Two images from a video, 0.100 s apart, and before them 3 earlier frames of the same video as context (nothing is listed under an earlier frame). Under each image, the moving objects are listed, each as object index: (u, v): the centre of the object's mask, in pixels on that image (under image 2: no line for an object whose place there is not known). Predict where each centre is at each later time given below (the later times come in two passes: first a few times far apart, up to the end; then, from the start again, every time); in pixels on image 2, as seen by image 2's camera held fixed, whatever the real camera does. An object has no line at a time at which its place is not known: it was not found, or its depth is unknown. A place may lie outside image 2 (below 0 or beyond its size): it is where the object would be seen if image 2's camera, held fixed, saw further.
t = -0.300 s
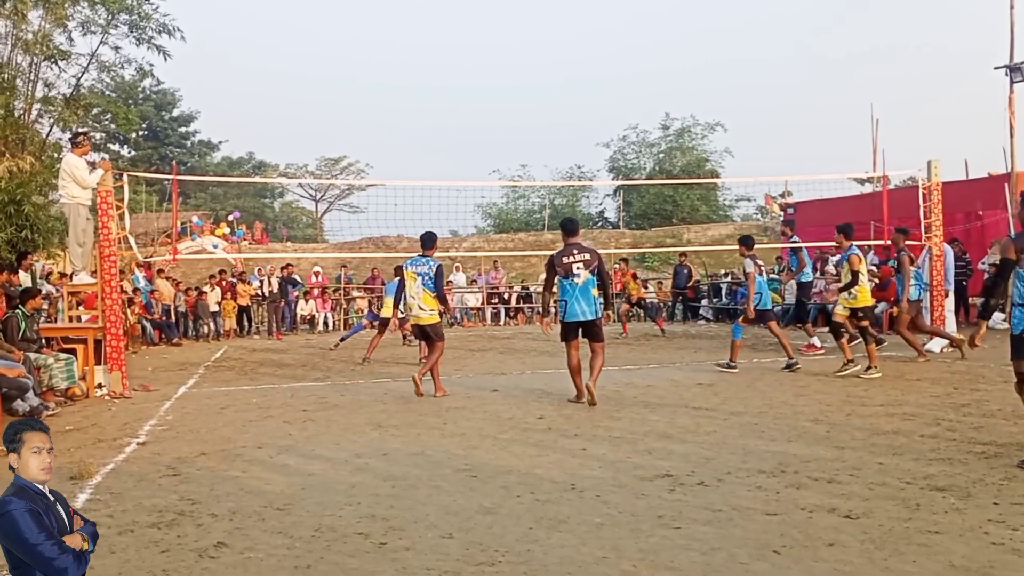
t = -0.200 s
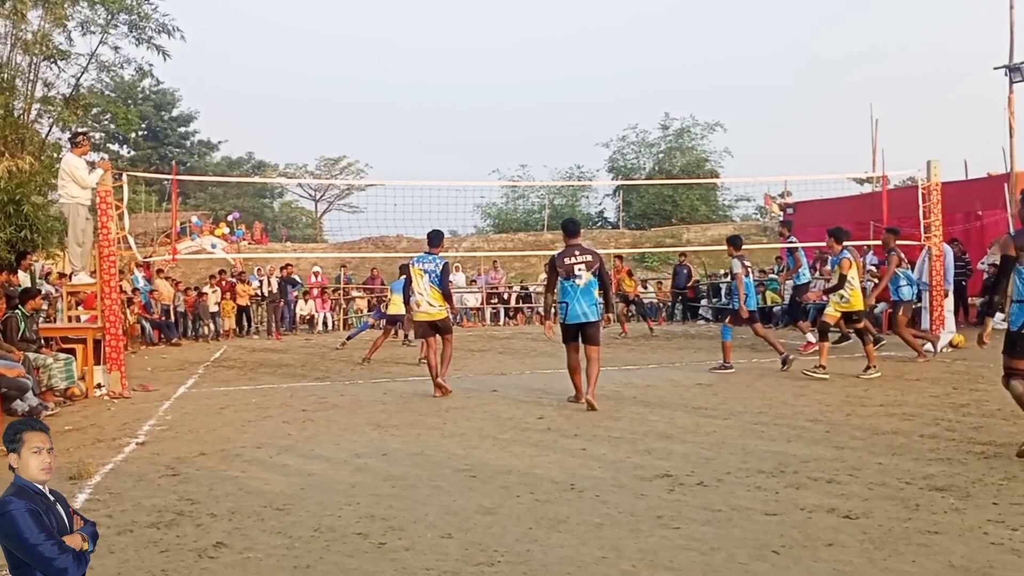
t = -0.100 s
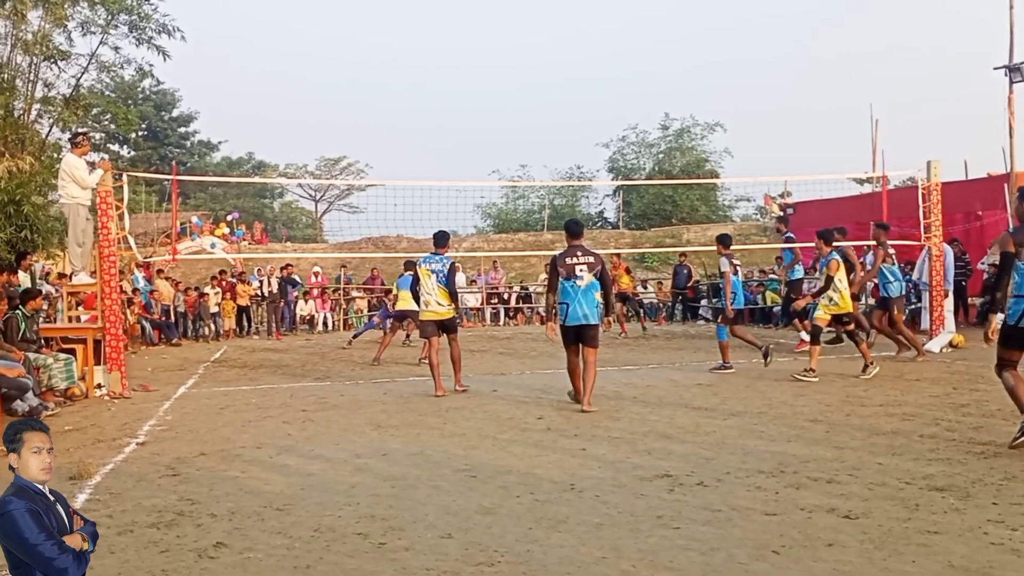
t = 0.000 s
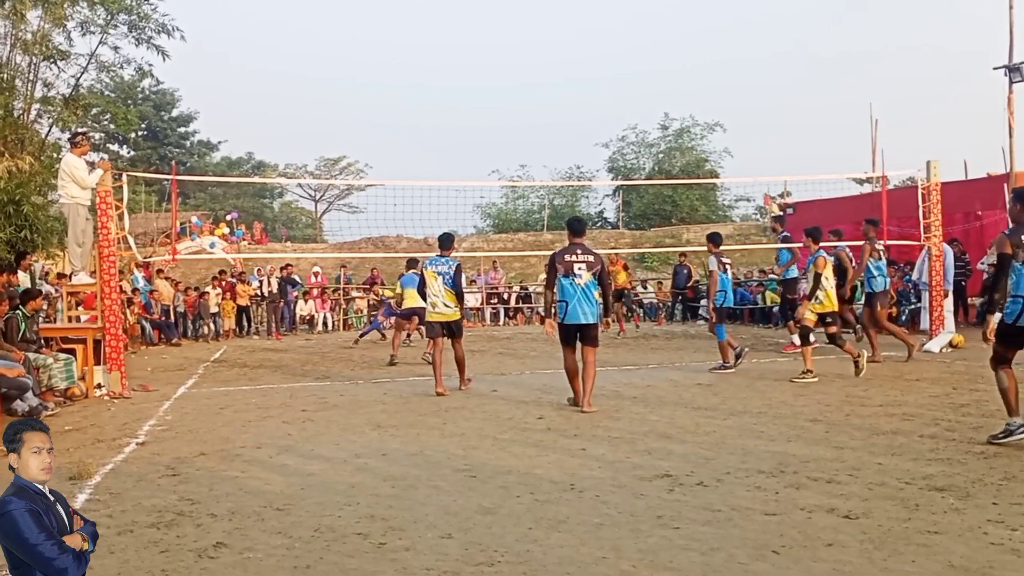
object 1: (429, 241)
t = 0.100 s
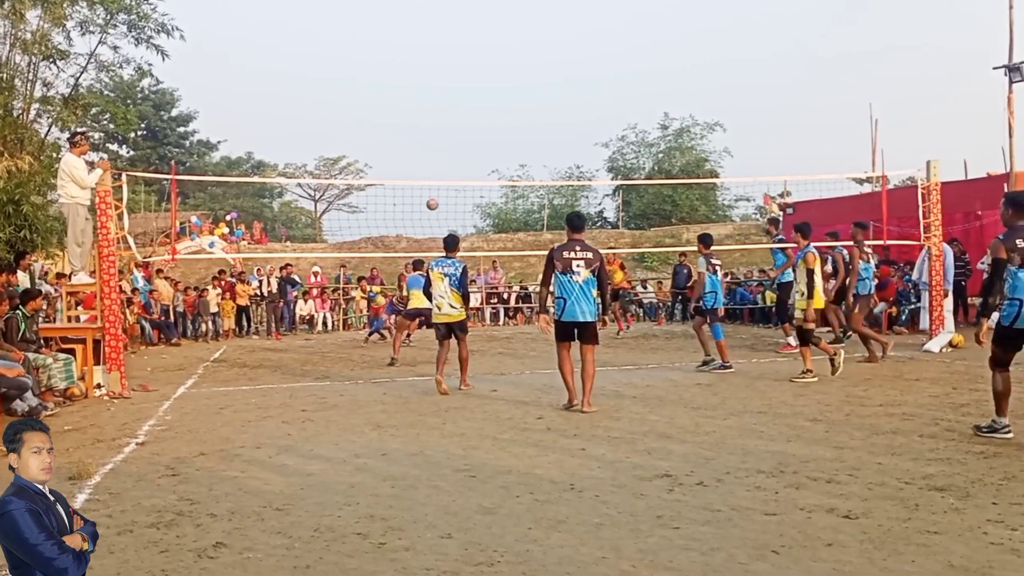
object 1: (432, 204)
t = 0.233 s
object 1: (437, 165)
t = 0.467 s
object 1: (445, 116)
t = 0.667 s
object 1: (454, 99)
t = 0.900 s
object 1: (465, 109)
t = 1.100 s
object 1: (477, 146)
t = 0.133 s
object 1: (433, 193)
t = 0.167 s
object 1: (434, 183)
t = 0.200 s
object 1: (436, 173)
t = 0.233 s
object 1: (437, 165)
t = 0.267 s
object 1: (438, 156)
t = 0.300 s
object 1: (439, 148)
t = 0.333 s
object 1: (441, 141)
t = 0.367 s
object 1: (442, 133)
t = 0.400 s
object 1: (443, 127)
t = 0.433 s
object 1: (444, 121)
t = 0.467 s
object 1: (445, 116)
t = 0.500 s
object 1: (446, 112)
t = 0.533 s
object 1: (448, 108)
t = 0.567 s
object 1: (449, 104)
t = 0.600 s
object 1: (451, 102)
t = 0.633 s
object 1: (453, 100)
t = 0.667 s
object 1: (454, 99)
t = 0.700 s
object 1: (456, 98)
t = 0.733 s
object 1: (457, 98)
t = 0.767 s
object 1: (458, 98)
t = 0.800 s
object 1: (460, 100)
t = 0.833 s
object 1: (462, 102)
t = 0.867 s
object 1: (463, 105)
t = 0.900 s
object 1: (465, 109)
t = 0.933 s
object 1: (467, 113)
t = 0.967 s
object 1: (469, 119)
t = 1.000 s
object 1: (471, 124)
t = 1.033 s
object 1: (472, 131)
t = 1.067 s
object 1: (475, 138)
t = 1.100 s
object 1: (477, 146)
